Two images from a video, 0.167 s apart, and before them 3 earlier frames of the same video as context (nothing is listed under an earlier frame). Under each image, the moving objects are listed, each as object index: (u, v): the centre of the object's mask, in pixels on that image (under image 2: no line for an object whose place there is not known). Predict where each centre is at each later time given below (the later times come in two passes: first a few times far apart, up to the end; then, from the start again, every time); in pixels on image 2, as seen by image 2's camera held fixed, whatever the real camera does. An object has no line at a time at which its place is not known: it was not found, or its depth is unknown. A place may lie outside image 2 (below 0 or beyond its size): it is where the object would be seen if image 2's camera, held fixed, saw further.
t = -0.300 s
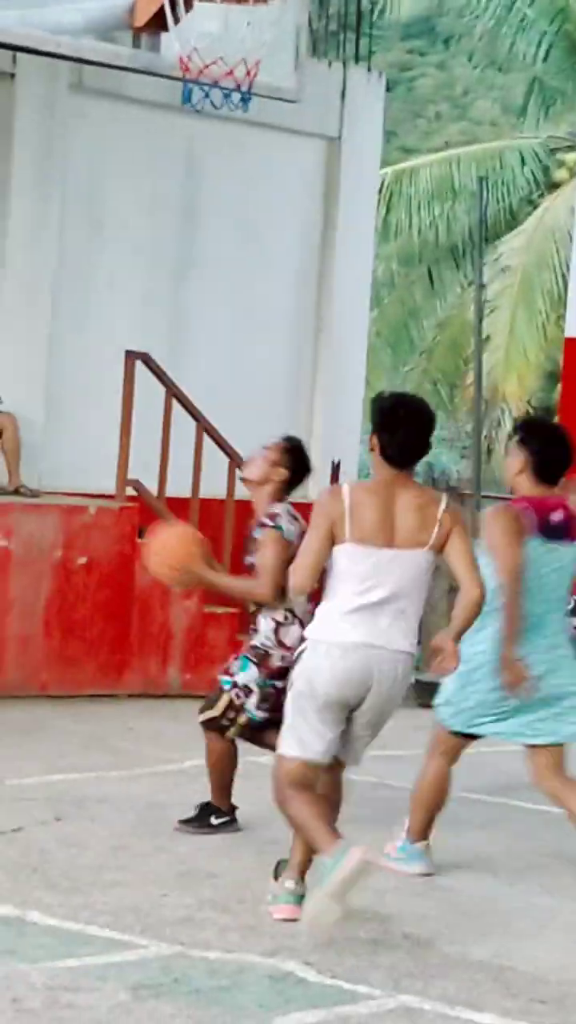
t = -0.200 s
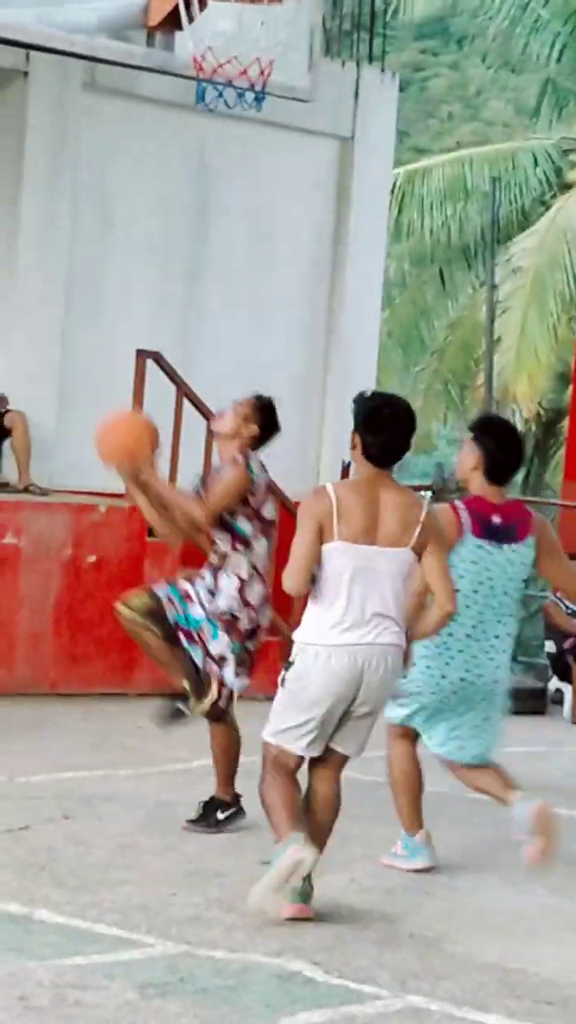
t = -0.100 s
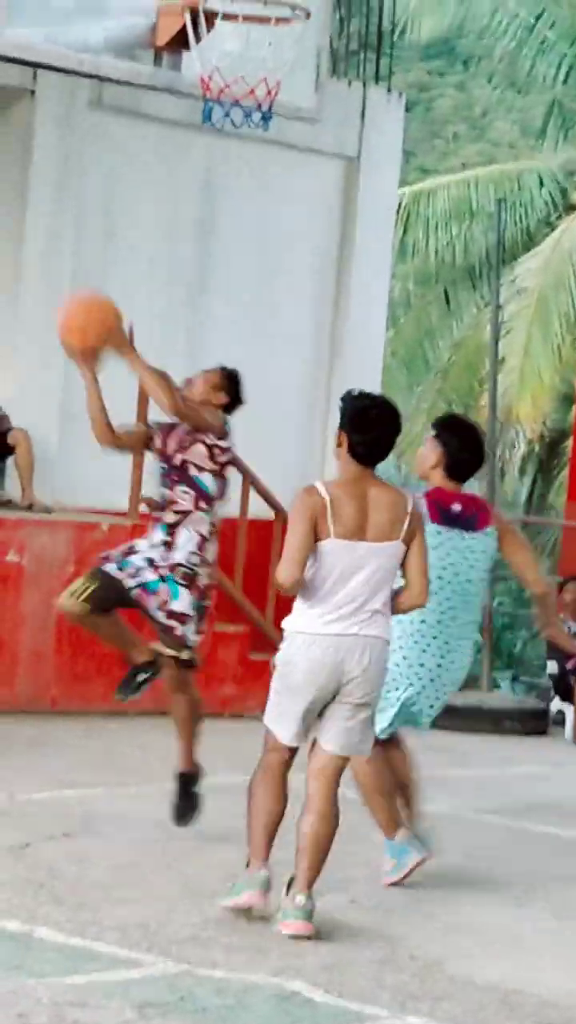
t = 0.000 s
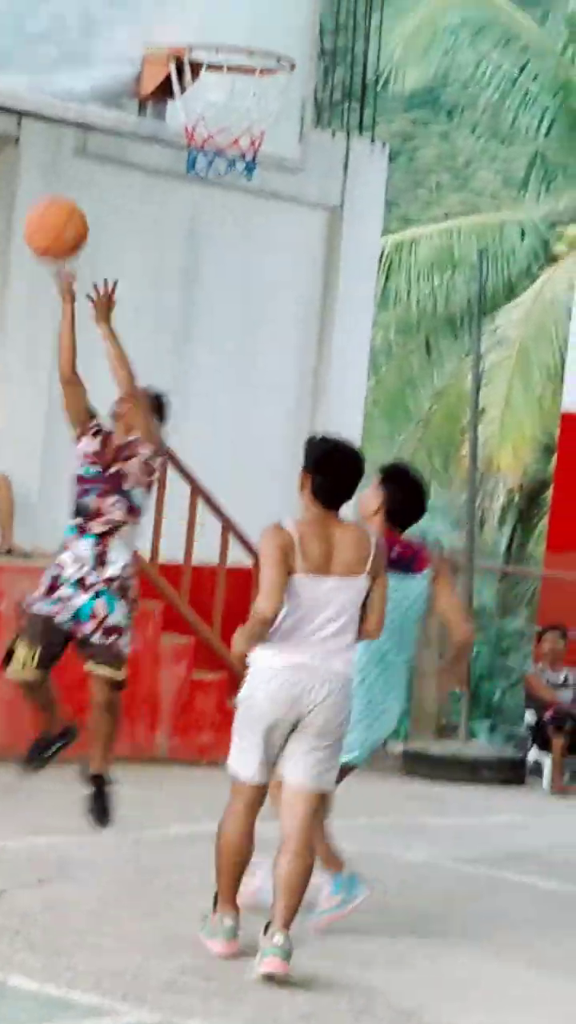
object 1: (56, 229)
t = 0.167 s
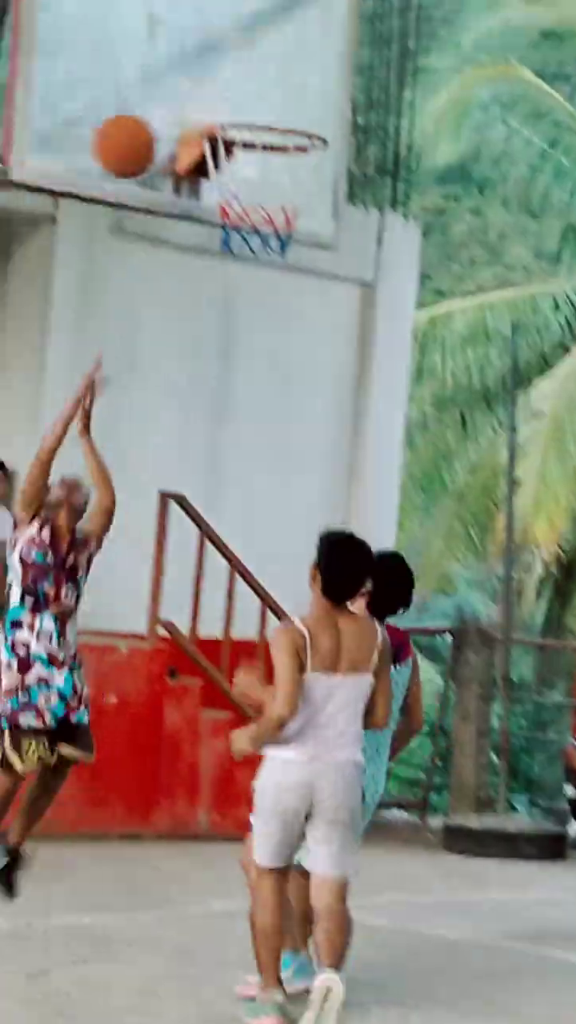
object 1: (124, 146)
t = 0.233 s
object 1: (149, 116)
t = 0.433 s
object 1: (219, 94)
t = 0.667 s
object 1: (274, 174)
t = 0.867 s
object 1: (296, 297)
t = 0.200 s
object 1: (136, 129)
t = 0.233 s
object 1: (149, 116)
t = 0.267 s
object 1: (162, 106)
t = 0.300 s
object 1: (174, 99)
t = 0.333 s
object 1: (186, 95)
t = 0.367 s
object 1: (198, 93)
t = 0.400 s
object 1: (209, 94)
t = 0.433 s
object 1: (219, 94)
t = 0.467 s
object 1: (227, 96)
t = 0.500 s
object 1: (236, 101)
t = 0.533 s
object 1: (244, 107)
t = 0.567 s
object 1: (253, 116)
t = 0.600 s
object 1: (262, 137)
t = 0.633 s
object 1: (267, 155)
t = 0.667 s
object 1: (274, 174)
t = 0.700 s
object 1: (281, 197)
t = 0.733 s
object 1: (286, 217)
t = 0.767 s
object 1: (289, 233)
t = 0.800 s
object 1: (292, 254)
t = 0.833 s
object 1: (294, 275)
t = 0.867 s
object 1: (296, 297)
